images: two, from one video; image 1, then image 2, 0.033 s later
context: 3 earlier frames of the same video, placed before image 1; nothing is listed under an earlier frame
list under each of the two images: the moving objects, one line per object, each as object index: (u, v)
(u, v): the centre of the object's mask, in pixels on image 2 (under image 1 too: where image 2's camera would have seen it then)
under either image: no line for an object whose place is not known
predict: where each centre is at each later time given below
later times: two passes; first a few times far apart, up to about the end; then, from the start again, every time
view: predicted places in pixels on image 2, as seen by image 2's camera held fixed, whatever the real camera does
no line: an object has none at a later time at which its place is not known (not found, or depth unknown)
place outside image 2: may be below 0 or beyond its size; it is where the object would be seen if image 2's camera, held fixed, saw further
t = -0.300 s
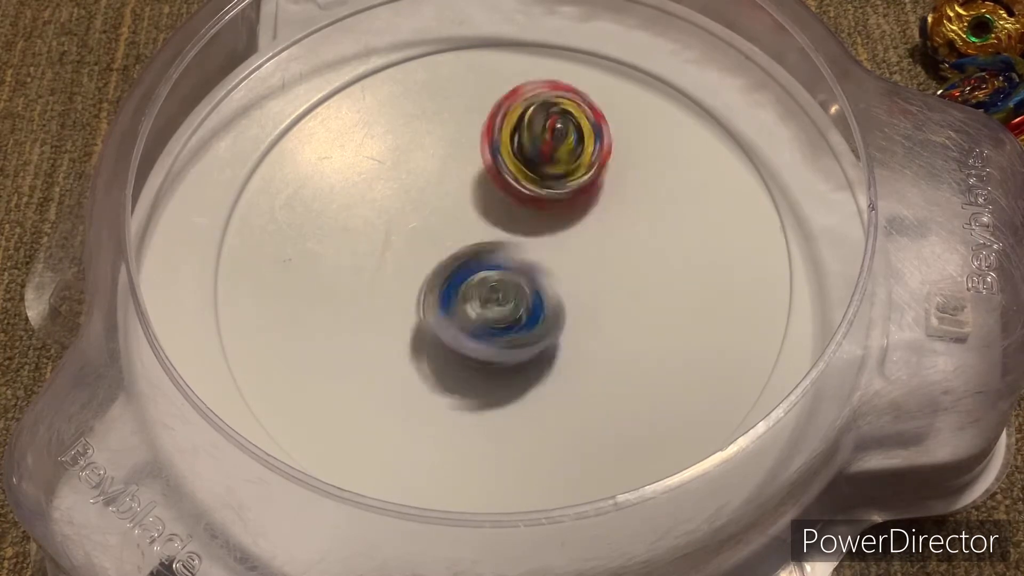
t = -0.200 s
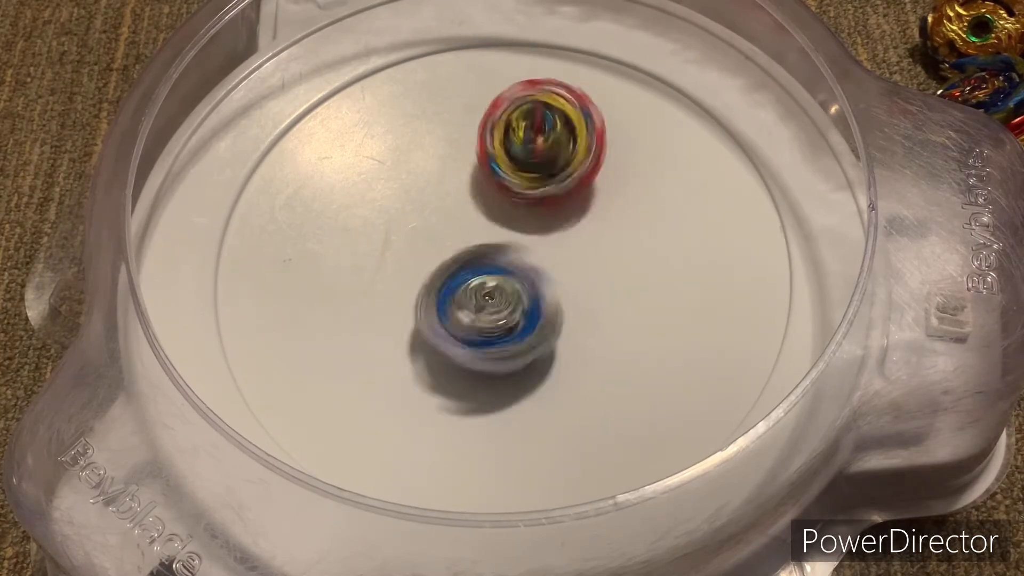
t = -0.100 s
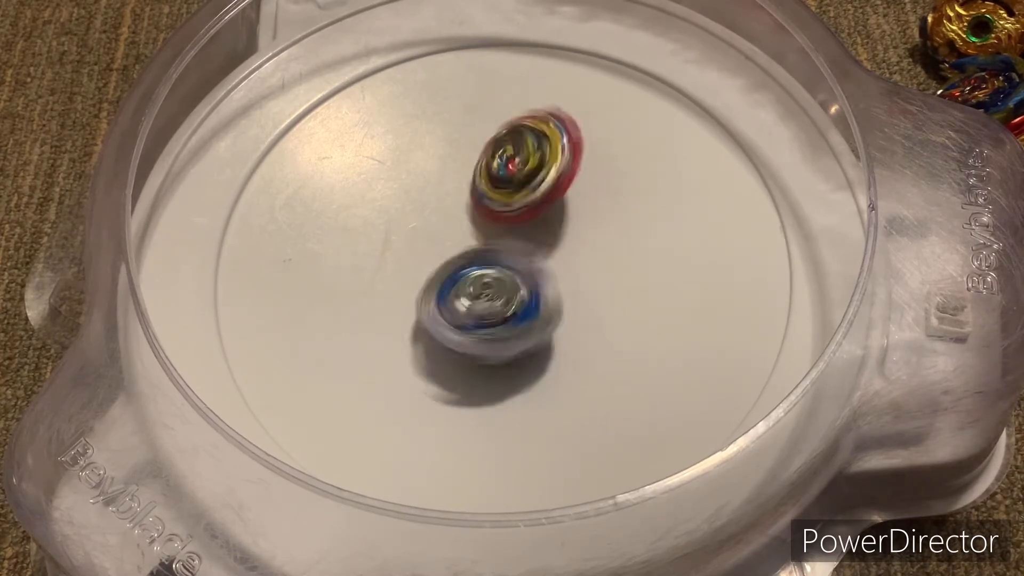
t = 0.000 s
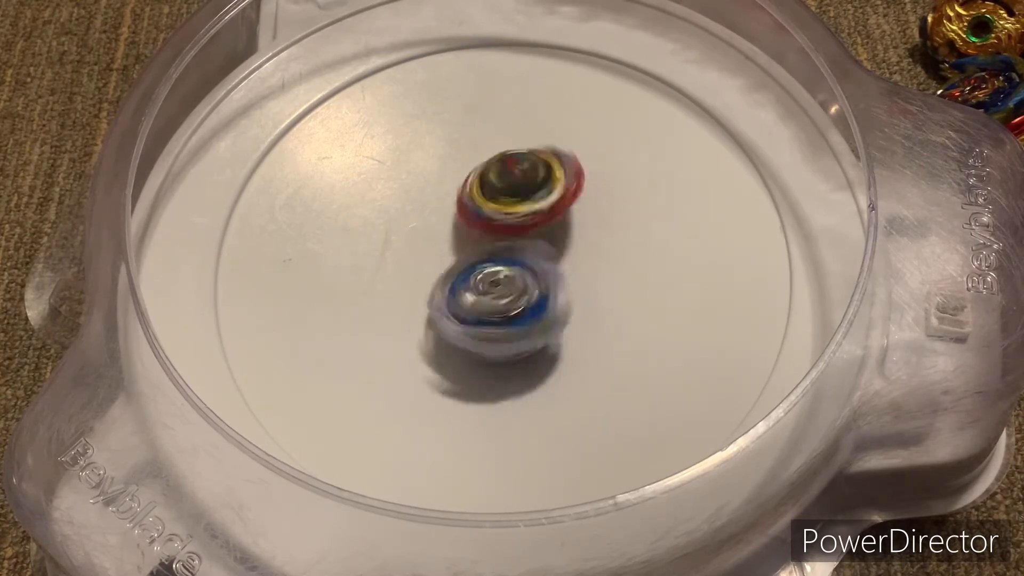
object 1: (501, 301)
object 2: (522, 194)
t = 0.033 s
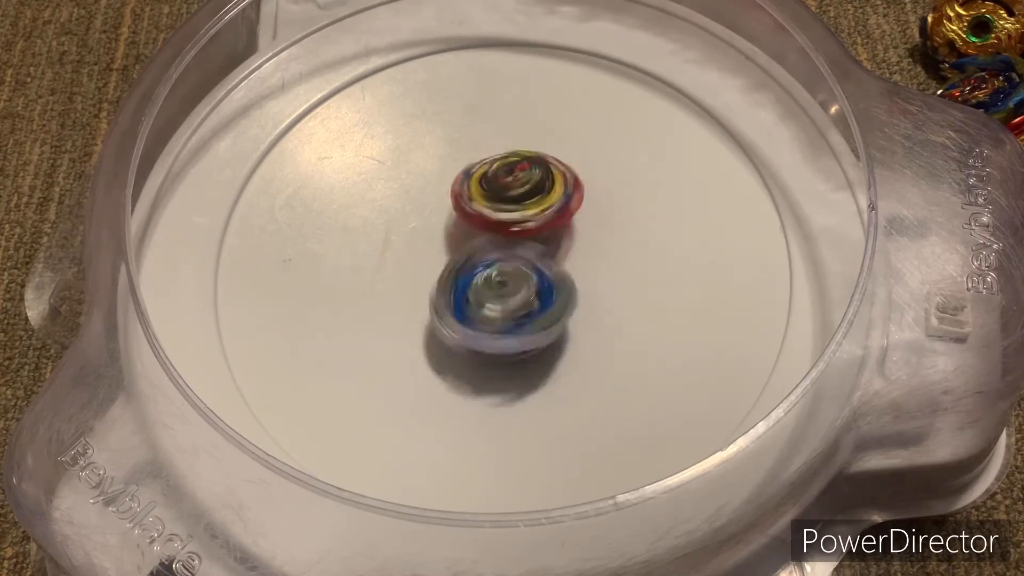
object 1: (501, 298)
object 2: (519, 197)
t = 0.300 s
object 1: (518, 307)
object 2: (484, 172)
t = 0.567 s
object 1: (524, 287)
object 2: (447, 202)
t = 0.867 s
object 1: (550, 276)
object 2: (429, 219)
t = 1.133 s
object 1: (555, 279)
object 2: (448, 209)
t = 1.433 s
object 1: (543, 265)
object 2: (439, 214)
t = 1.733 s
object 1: (549, 267)
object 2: (436, 218)
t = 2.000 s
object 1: (546, 268)
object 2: (438, 218)
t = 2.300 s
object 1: (545, 260)
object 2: (439, 221)
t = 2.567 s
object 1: (543, 262)
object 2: (439, 223)
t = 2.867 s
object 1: (543, 262)
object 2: (439, 222)
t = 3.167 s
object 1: (543, 262)
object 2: (439, 223)
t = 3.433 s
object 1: (543, 262)
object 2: (438, 223)
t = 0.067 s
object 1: (505, 302)
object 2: (516, 199)
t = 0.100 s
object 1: (514, 301)
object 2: (512, 197)
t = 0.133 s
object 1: (518, 300)
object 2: (508, 192)
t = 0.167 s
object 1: (518, 303)
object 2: (508, 186)
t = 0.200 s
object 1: (523, 305)
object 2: (505, 182)
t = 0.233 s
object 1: (527, 304)
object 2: (499, 176)
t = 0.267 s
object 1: (525, 305)
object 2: (490, 174)
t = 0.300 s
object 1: (518, 307)
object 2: (484, 172)
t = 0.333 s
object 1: (517, 309)
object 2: (475, 181)
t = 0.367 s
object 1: (518, 309)
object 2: (470, 173)
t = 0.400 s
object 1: (519, 303)
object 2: (465, 176)
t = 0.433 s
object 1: (516, 300)
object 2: (463, 182)
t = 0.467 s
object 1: (512, 298)
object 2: (462, 189)
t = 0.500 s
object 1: (514, 295)
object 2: (459, 196)
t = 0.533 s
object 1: (518, 288)
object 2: (457, 202)
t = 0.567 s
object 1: (524, 287)
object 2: (447, 202)
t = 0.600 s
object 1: (532, 287)
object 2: (439, 201)
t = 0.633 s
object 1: (540, 285)
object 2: (429, 201)
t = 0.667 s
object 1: (546, 283)
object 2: (422, 203)
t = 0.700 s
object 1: (543, 281)
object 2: (419, 204)
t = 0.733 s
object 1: (540, 284)
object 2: (420, 205)
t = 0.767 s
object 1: (545, 288)
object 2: (424, 209)
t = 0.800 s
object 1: (553, 286)
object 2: (425, 210)
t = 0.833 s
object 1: (556, 279)
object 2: (427, 213)
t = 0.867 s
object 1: (550, 276)
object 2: (429, 219)
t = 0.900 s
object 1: (547, 278)
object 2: (431, 222)
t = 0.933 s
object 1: (552, 281)
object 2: (433, 226)
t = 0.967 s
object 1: (561, 281)
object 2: (437, 223)
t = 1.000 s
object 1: (565, 276)
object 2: (444, 218)
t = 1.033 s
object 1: (566, 273)
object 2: (451, 218)
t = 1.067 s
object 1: (561, 274)
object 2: (453, 219)
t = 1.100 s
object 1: (556, 276)
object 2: (451, 214)
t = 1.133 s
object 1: (555, 279)
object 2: (448, 209)
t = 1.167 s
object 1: (556, 279)
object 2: (446, 204)
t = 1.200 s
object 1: (559, 279)
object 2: (444, 203)
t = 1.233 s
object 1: (559, 277)
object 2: (443, 204)
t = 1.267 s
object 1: (556, 275)
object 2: (442, 205)
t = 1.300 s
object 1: (552, 273)
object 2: (443, 209)
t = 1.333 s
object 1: (546, 271)
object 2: (442, 212)
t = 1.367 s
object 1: (542, 267)
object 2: (441, 213)
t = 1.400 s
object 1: (540, 265)
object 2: (439, 214)
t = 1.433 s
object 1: (543, 265)
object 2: (439, 214)
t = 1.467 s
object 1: (549, 266)
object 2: (438, 217)
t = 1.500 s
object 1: (556, 266)
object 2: (437, 219)
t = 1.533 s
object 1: (559, 265)
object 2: (436, 221)
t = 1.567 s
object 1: (561, 264)
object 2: (435, 217)
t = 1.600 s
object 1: (561, 263)
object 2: (434, 218)
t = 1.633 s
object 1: (559, 263)
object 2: (434, 218)
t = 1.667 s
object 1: (555, 265)
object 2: (434, 218)
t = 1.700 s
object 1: (552, 266)
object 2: (435, 217)
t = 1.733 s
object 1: (549, 267)
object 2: (436, 218)
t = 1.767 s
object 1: (547, 269)
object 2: (436, 218)
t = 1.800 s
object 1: (545, 272)
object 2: (436, 217)
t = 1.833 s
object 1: (544, 273)
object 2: (437, 217)
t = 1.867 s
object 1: (543, 273)
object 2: (437, 217)
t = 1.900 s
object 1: (545, 271)
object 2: (437, 217)
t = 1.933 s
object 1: (546, 269)
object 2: (437, 217)
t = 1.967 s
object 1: (546, 268)
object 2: (437, 218)
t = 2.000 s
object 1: (546, 268)
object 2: (438, 218)
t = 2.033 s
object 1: (545, 268)
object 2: (438, 218)
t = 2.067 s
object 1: (544, 268)
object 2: (439, 219)
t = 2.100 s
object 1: (542, 268)
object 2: (438, 219)
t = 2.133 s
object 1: (541, 268)
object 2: (438, 219)
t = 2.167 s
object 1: (541, 266)
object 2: (438, 219)
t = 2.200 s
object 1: (542, 264)
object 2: (439, 218)
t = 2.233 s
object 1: (543, 262)
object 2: (439, 219)
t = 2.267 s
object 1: (545, 260)
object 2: (439, 220)
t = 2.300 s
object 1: (545, 260)
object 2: (439, 221)
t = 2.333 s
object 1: (546, 260)
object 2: (439, 221)
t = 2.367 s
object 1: (545, 260)
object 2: (439, 222)
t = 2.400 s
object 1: (545, 260)
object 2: (439, 222)
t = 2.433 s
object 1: (544, 260)
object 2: (439, 222)
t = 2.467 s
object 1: (544, 261)
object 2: (439, 222)
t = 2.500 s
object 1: (544, 261)
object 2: (439, 223)
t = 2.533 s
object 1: (543, 262)
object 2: (439, 223)
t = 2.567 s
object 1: (543, 262)
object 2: (439, 223)
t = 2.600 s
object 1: (543, 262)
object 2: (439, 224)
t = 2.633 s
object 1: (543, 262)
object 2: (439, 222)
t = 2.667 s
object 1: (543, 262)
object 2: (439, 223)
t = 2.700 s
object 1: (543, 262)
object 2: (439, 223)
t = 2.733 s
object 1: (543, 262)
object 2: (439, 223)
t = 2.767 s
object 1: (543, 262)
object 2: (439, 224)
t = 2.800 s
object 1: (543, 262)
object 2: (439, 224)
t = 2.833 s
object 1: (543, 262)
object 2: (439, 223)
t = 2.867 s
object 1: (543, 262)
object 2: (439, 222)
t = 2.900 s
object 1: (543, 262)
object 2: (438, 223)
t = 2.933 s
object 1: (543, 262)
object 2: (438, 223)
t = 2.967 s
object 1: (543, 262)
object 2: (439, 223)
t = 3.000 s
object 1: (543, 262)
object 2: (439, 223)
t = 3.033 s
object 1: (543, 262)
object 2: (438, 223)
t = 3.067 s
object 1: (543, 262)
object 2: (438, 223)
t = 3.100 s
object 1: (543, 262)
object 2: (439, 223)
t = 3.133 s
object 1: (543, 262)
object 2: (439, 223)
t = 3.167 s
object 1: (543, 262)
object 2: (439, 223)
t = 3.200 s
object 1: (543, 262)
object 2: (438, 223)
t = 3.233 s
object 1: (543, 262)
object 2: (438, 223)
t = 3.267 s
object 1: (543, 262)
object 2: (438, 223)
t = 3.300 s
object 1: (543, 262)
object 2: (438, 223)
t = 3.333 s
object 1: (543, 262)
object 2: (439, 222)
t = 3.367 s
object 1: (543, 262)
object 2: (438, 223)
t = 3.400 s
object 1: (543, 262)
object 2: (438, 223)
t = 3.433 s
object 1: (543, 262)
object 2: (438, 223)
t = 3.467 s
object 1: (543, 262)
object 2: (439, 222)
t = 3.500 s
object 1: (543, 262)
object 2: (438, 223)
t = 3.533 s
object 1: (543, 262)
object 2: (438, 223)
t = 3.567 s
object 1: (543, 262)
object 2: (438, 222)
